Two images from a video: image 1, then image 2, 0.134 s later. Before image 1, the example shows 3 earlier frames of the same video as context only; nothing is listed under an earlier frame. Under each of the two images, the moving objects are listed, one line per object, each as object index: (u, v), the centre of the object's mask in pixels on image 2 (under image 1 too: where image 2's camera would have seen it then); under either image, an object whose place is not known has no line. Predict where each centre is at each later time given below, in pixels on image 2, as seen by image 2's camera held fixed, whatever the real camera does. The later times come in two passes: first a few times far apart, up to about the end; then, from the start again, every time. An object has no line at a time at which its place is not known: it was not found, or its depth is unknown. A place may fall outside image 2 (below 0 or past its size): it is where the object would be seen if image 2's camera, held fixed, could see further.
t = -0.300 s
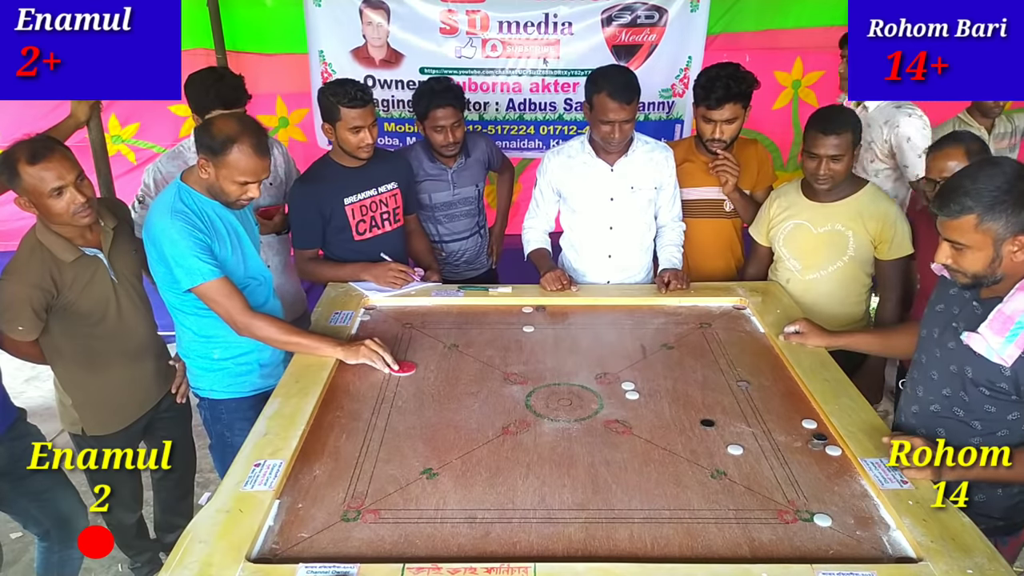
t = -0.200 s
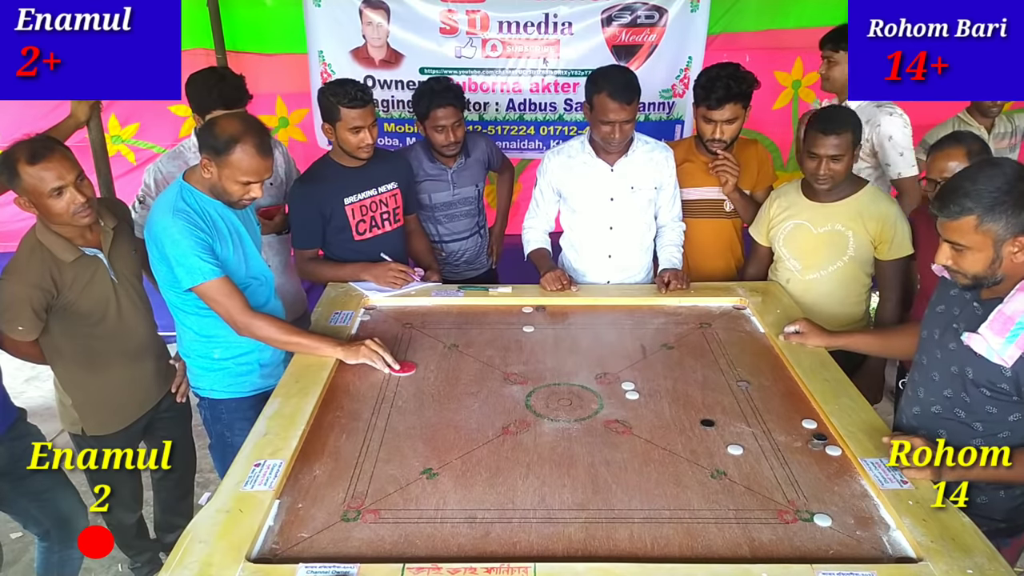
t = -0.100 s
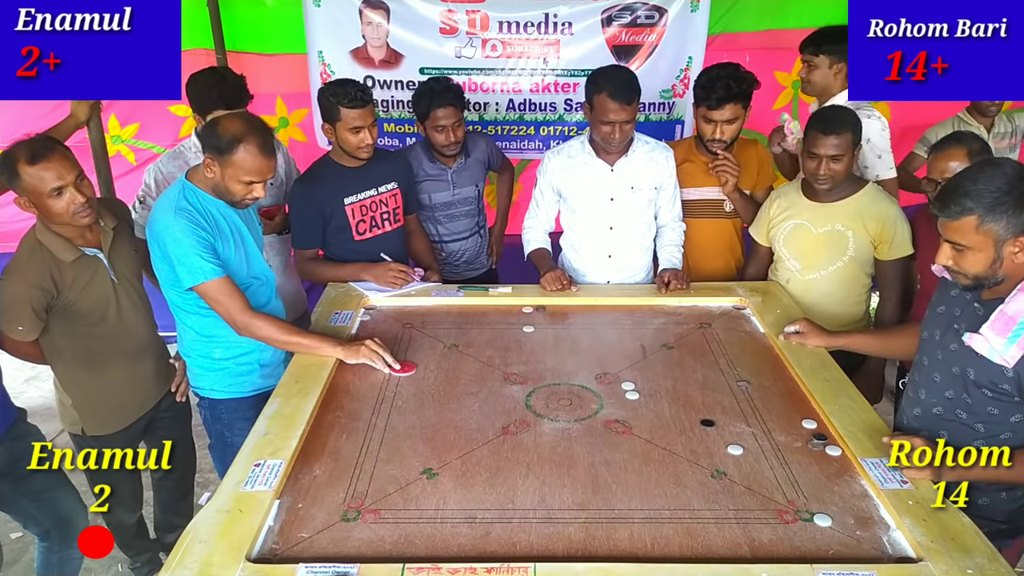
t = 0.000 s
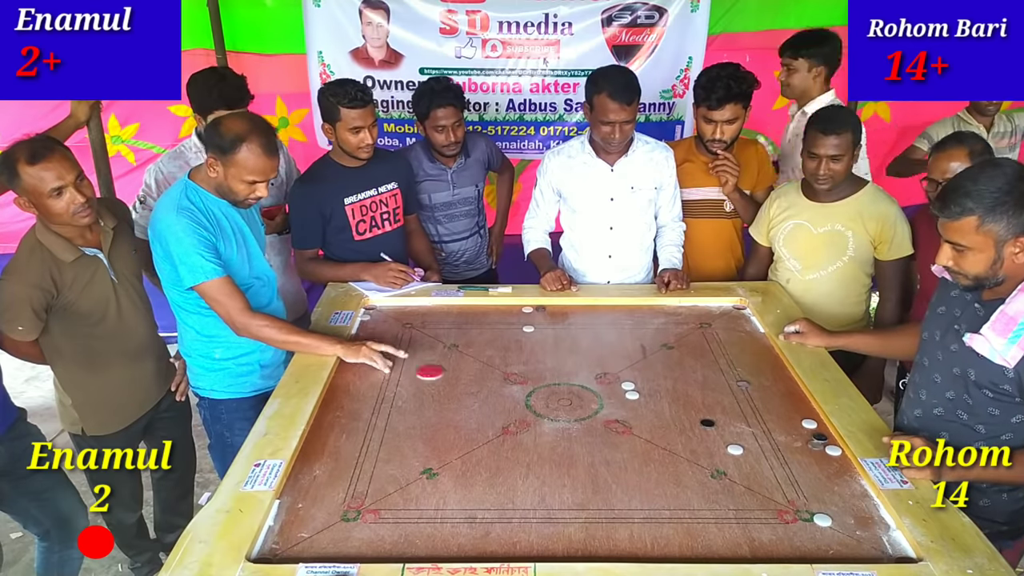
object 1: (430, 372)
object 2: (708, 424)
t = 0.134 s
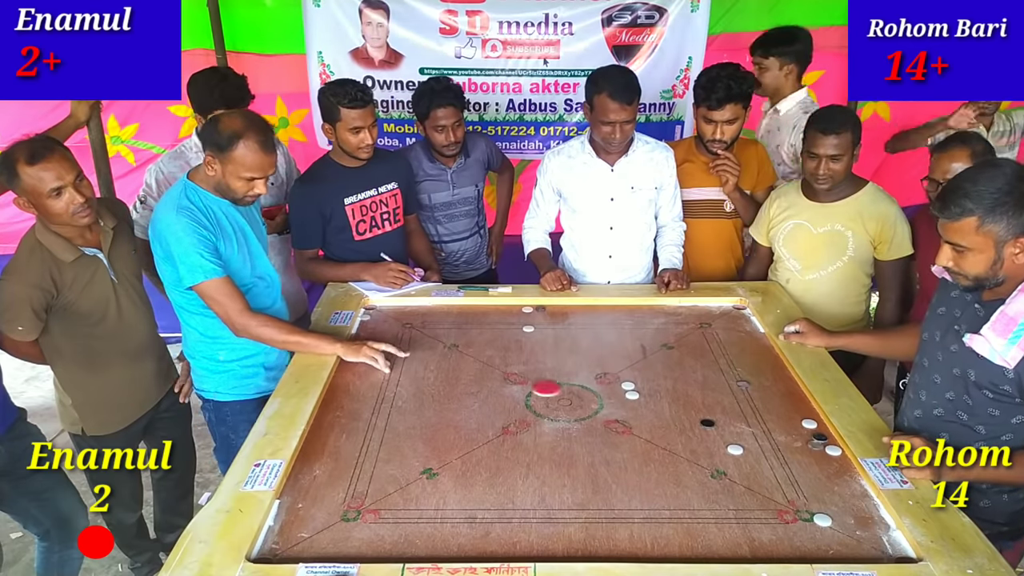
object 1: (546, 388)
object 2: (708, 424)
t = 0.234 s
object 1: (628, 400)
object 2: (708, 424)
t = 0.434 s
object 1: (750, 419)
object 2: (740, 441)
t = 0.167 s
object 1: (575, 392)
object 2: (708, 424)
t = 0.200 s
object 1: (604, 396)
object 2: (708, 424)
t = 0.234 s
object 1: (628, 400)
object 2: (708, 424)
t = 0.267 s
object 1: (650, 404)
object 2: (708, 424)
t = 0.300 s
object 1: (672, 408)
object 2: (708, 424)
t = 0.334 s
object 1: (694, 412)
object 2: (708, 424)
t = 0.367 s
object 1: (713, 415)
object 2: (720, 433)
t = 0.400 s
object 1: (732, 417)
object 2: (733, 440)
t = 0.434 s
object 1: (750, 419)
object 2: (740, 441)
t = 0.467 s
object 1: (769, 421)
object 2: (745, 442)
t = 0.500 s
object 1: (785, 423)
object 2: (750, 442)
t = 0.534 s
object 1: (794, 424)
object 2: (754, 442)
